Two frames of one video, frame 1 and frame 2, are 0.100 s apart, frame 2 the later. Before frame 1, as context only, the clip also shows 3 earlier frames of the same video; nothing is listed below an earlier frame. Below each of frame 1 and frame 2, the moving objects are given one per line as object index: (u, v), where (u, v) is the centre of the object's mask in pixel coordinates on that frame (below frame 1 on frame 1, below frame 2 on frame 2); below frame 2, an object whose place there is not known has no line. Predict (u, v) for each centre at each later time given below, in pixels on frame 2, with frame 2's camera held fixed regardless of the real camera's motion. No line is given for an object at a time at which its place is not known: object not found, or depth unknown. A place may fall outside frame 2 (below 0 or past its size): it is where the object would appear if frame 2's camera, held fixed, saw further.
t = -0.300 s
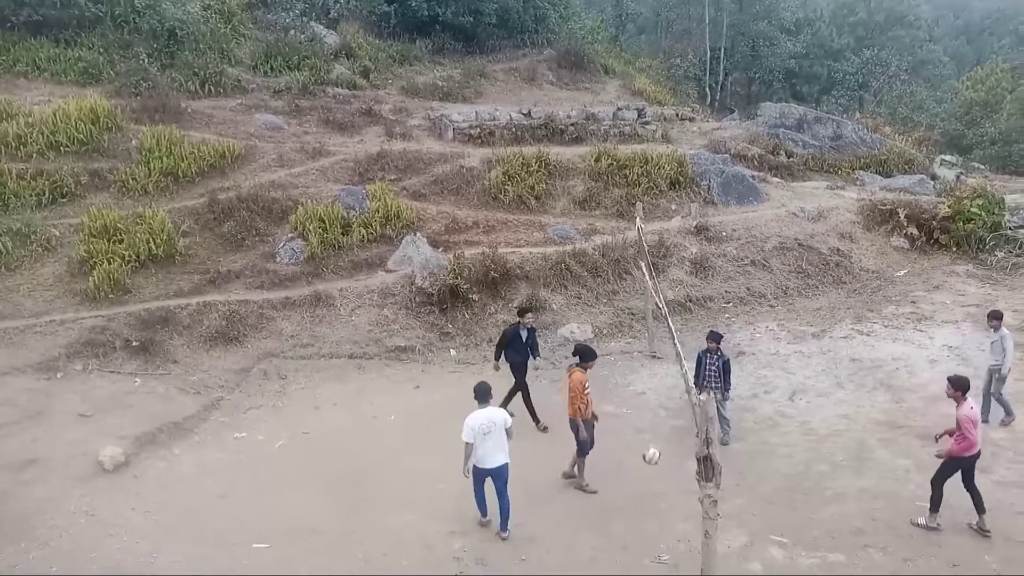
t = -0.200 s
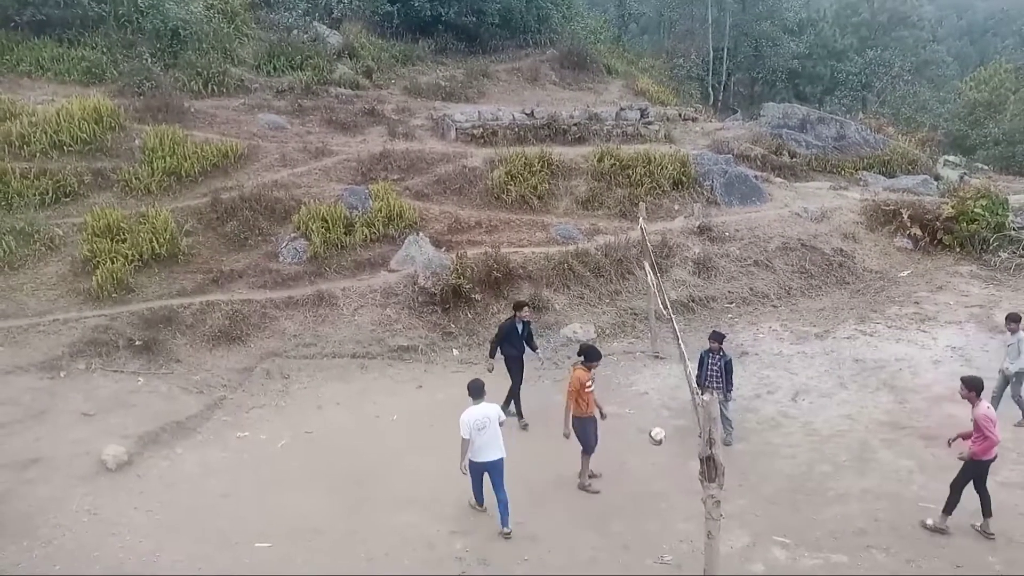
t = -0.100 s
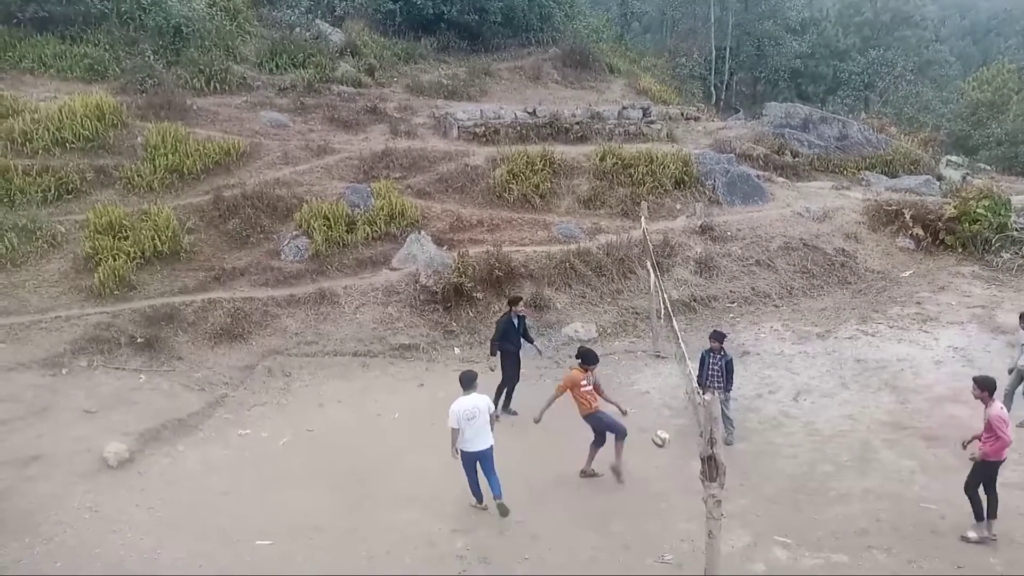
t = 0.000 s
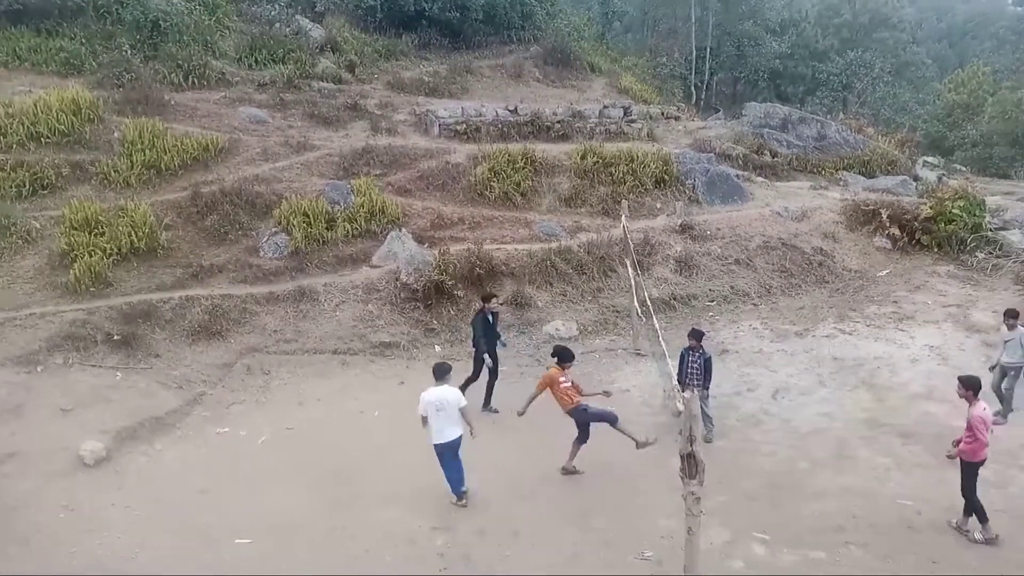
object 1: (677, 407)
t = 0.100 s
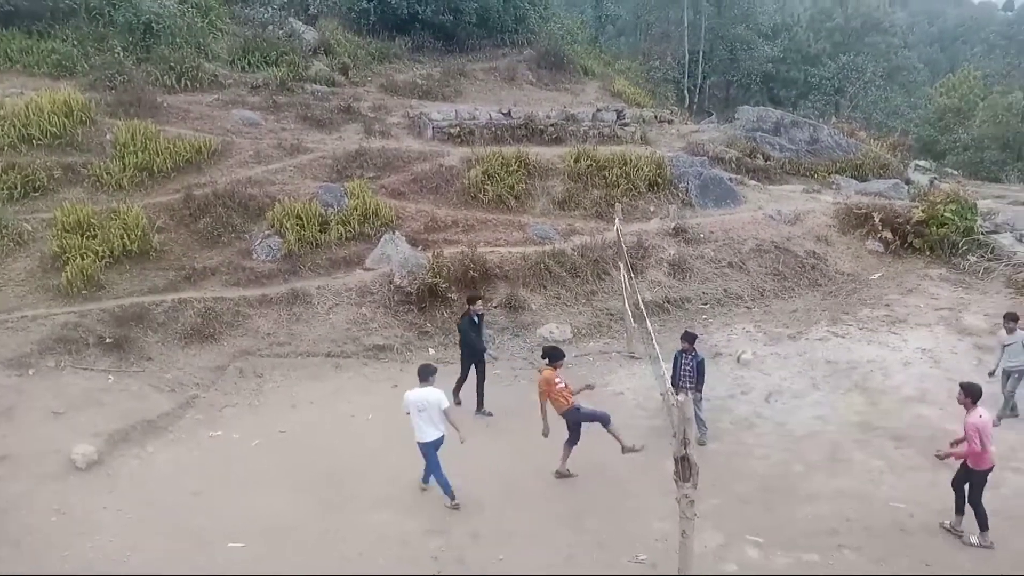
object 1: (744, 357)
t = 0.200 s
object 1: (818, 323)
